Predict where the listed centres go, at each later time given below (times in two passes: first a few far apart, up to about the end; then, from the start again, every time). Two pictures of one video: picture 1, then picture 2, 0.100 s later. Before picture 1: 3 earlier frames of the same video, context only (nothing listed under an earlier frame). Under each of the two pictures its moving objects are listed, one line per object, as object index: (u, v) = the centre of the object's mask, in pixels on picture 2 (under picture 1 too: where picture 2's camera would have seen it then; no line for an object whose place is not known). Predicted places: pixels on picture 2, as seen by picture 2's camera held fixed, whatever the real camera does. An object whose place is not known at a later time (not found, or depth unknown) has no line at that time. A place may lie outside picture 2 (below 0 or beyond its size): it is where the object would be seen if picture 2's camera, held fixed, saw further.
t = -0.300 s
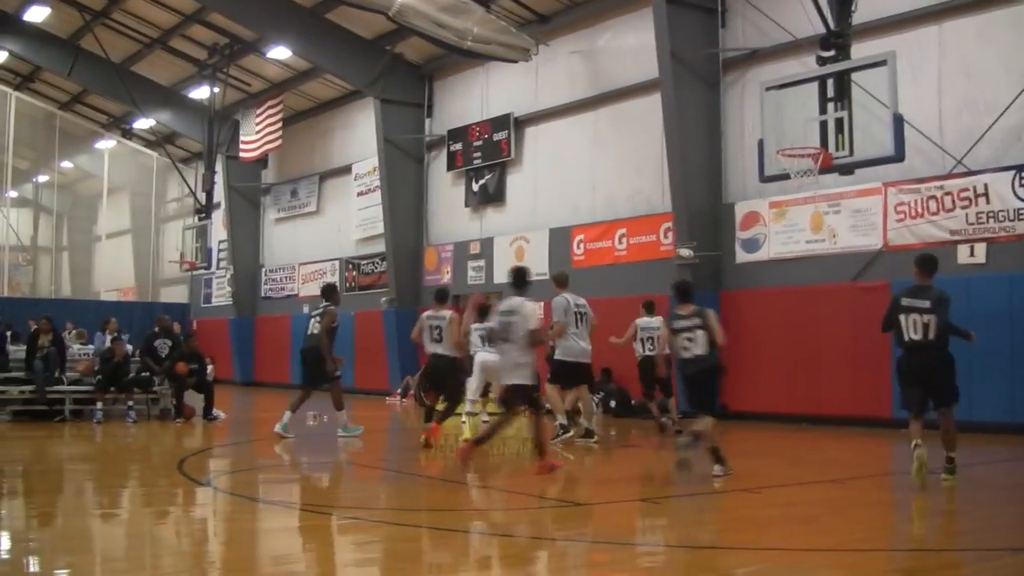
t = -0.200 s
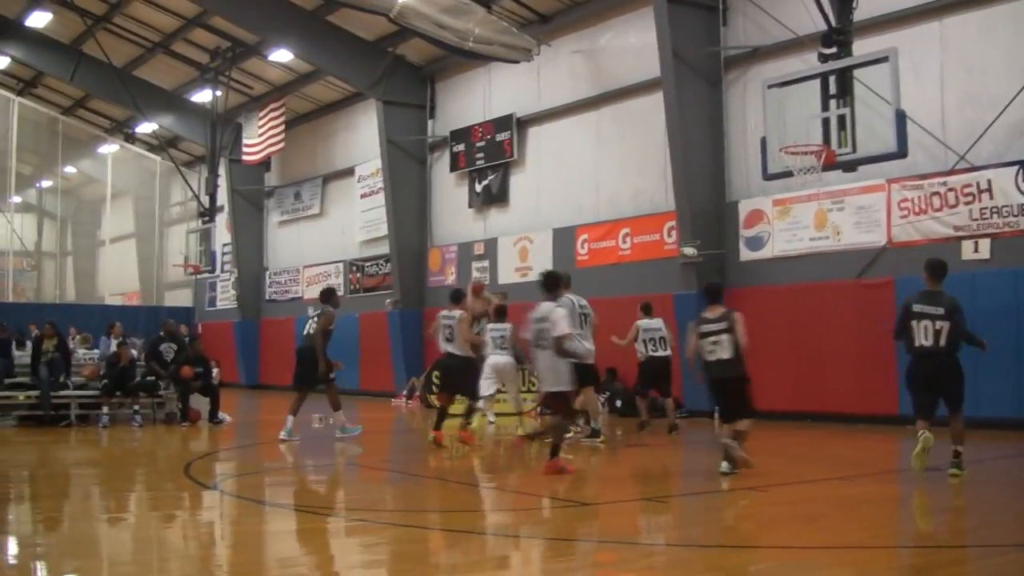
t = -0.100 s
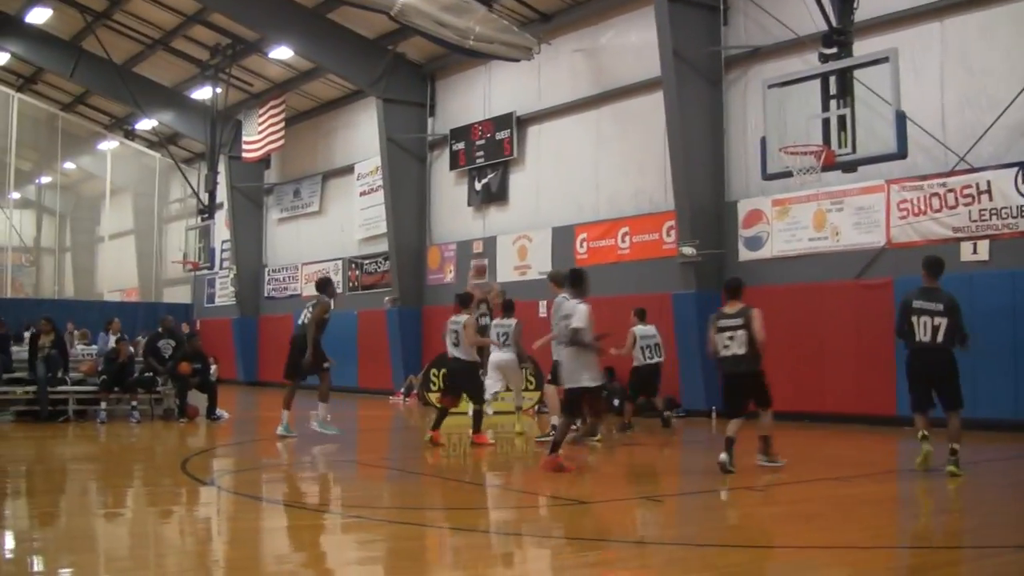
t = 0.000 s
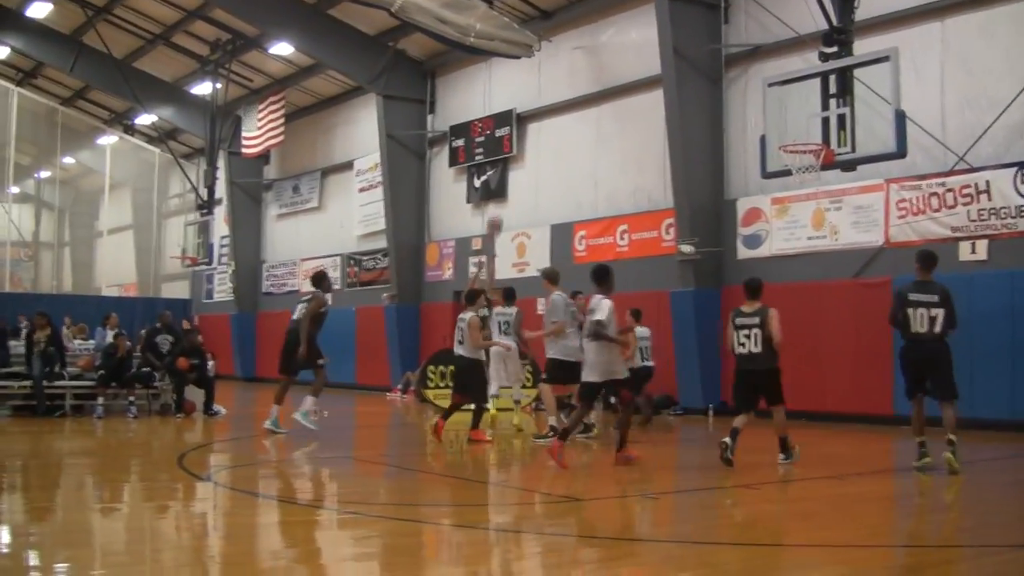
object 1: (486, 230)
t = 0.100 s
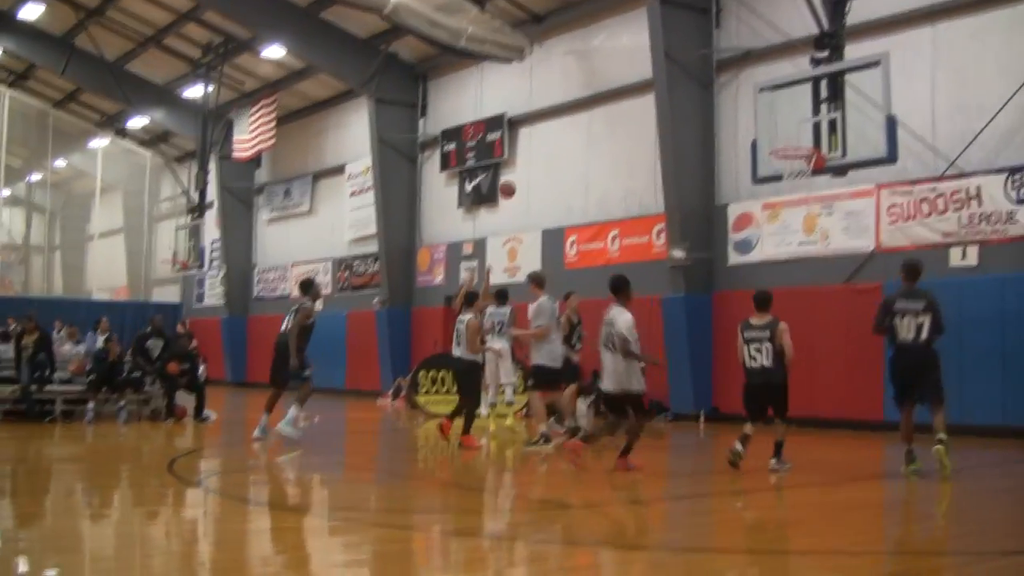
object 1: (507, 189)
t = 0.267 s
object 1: (544, 133)
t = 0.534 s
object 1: (610, 76)
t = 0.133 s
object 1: (514, 177)
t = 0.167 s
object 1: (521, 165)
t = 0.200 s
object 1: (529, 154)
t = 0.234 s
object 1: (536, 143)
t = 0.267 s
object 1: (544, 133)
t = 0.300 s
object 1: (551, 124)
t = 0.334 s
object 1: (559, 115)
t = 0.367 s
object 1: (567, 106)
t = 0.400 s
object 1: (576, 99)
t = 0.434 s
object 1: (584, 92)
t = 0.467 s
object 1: (592, 87)
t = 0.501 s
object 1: (601, 81)
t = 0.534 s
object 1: (610, 76)
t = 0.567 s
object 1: (619, 73)
